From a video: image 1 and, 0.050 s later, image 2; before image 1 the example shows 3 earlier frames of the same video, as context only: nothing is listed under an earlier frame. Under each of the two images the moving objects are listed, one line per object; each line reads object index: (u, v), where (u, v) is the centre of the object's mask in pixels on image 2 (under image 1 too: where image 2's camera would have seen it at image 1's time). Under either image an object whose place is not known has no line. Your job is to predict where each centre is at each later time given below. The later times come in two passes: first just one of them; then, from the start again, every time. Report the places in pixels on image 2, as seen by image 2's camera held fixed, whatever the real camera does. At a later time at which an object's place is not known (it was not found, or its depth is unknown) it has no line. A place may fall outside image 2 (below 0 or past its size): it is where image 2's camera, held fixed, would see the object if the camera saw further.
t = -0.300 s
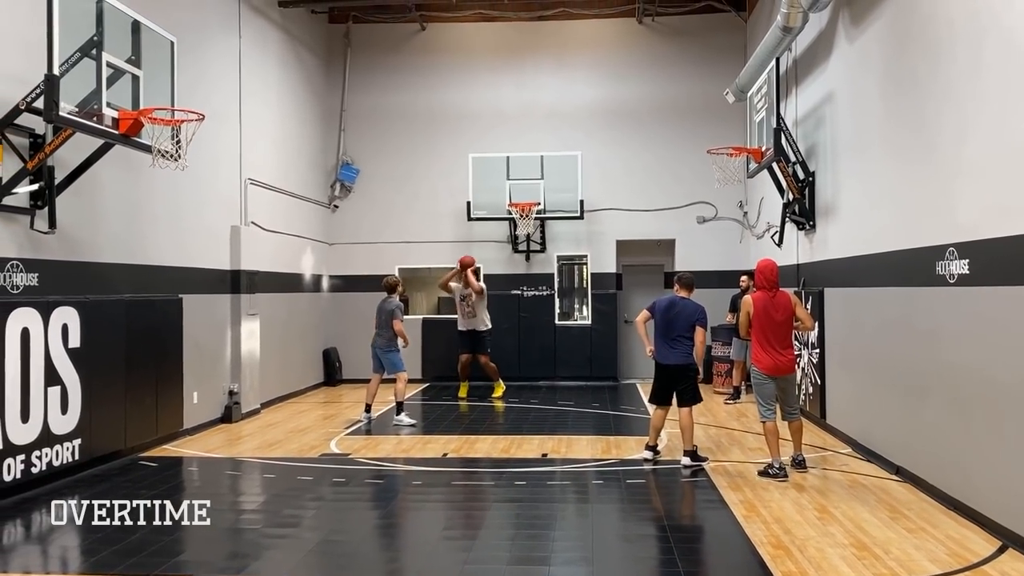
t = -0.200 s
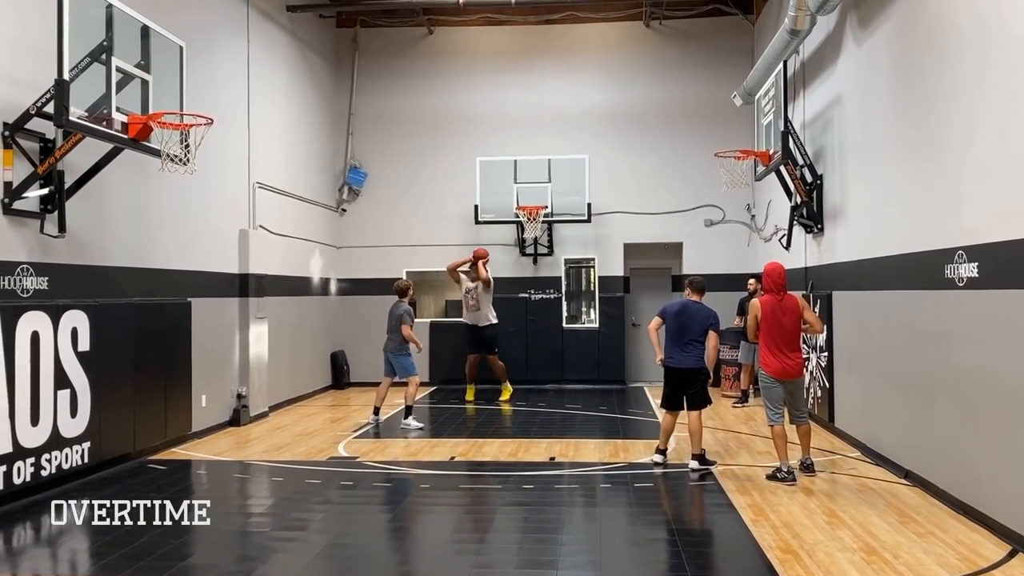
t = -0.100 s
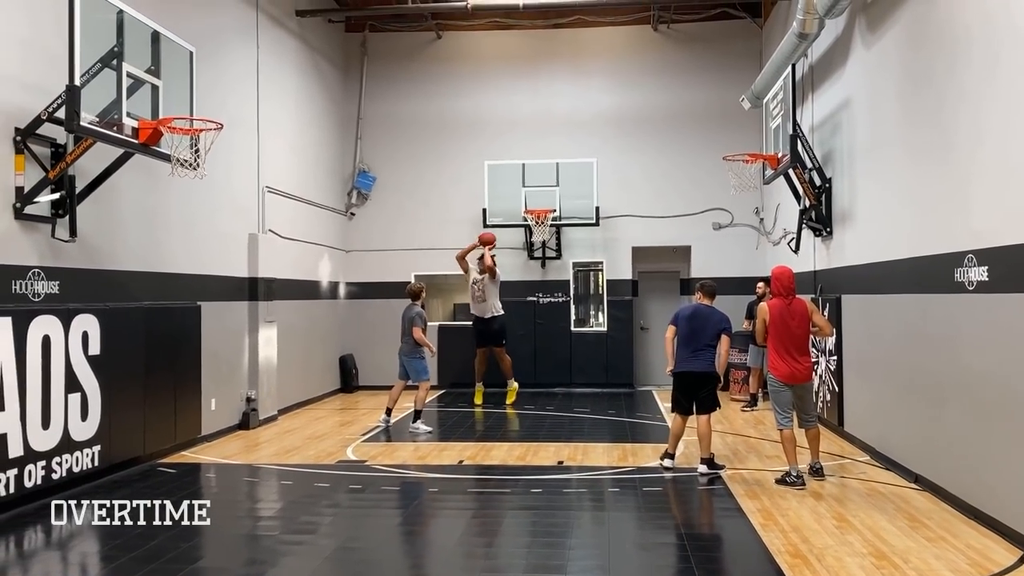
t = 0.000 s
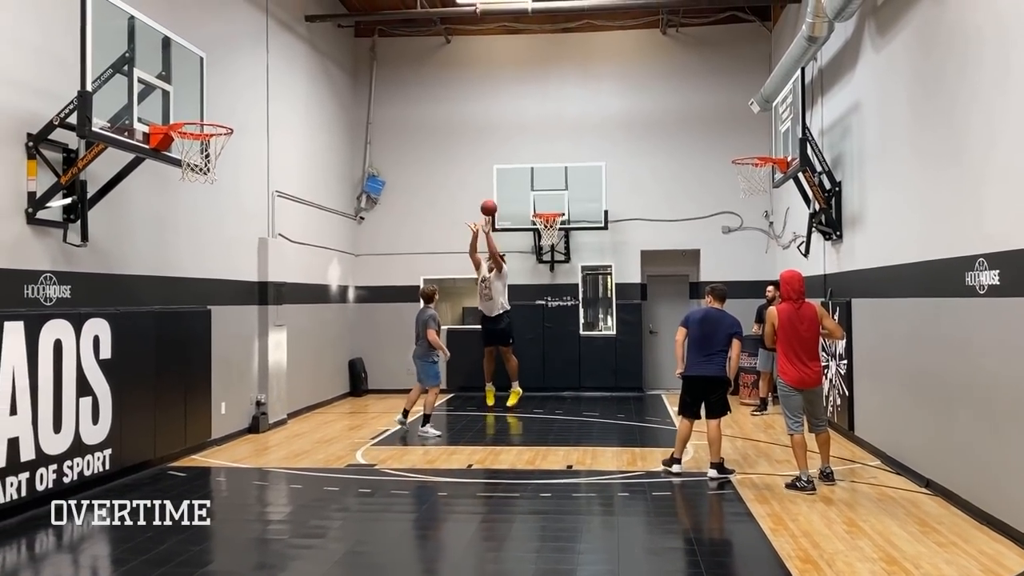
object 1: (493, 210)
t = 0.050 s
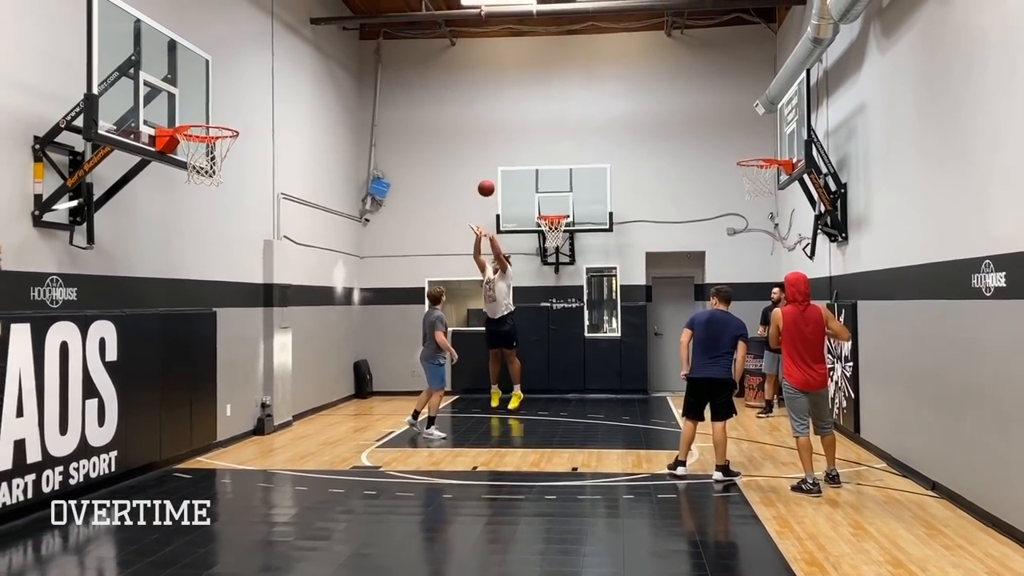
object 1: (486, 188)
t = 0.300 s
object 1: (447, 94)
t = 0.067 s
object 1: (484, 181)
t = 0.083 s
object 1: (481, 174)
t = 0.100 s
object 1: (478, 167)
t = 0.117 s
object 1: (476, 160)
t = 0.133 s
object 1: (474, 153)
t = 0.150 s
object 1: (471, 147)
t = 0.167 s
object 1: (469, 141)
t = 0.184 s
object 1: (466, 135)
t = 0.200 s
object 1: (463, 128)
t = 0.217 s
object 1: (461, 122)
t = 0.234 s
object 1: (458, 116)
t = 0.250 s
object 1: (455, 111)
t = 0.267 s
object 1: (453, 105)
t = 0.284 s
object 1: (450, 100)
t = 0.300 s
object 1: (447, 94)
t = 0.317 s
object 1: (445, 90)
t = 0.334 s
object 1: (442, 84)
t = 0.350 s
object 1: (439, 80)
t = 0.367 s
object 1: (436, 75)
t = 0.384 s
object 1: (434, 70)
